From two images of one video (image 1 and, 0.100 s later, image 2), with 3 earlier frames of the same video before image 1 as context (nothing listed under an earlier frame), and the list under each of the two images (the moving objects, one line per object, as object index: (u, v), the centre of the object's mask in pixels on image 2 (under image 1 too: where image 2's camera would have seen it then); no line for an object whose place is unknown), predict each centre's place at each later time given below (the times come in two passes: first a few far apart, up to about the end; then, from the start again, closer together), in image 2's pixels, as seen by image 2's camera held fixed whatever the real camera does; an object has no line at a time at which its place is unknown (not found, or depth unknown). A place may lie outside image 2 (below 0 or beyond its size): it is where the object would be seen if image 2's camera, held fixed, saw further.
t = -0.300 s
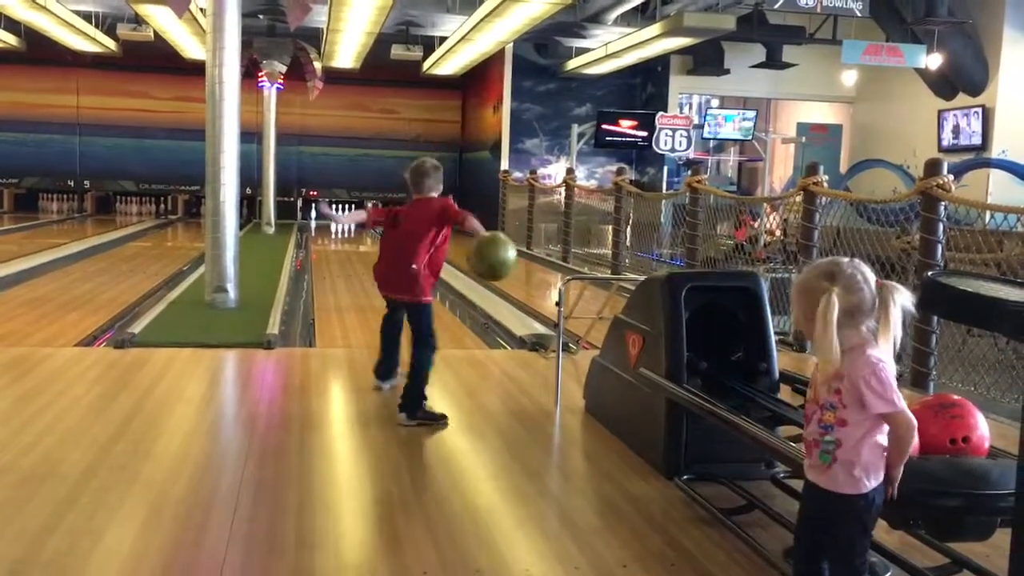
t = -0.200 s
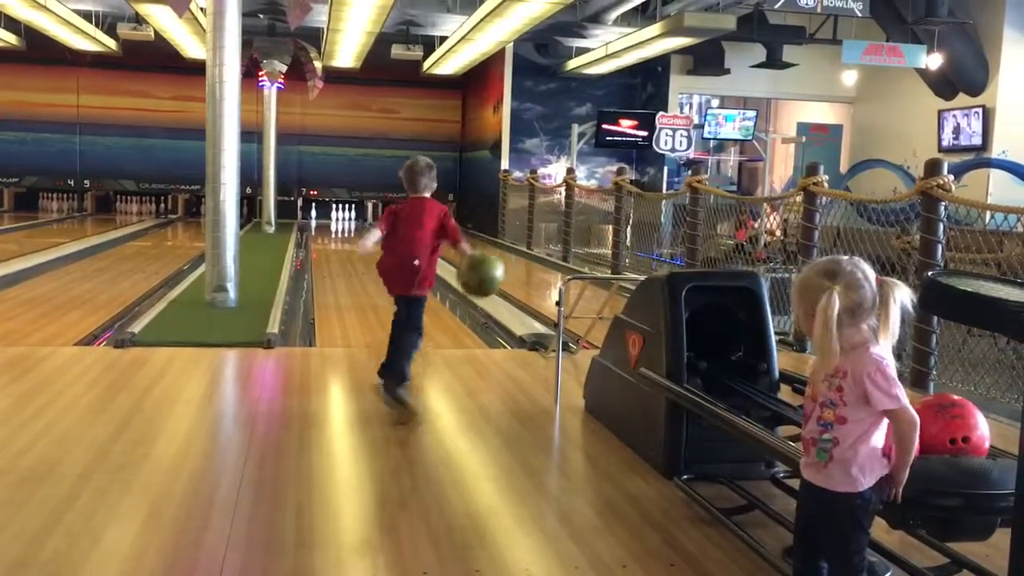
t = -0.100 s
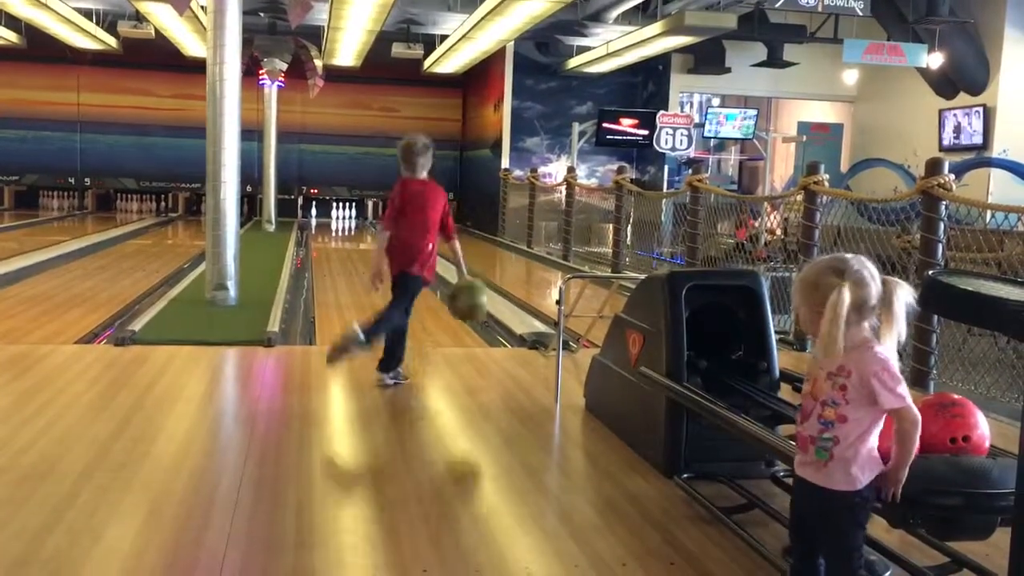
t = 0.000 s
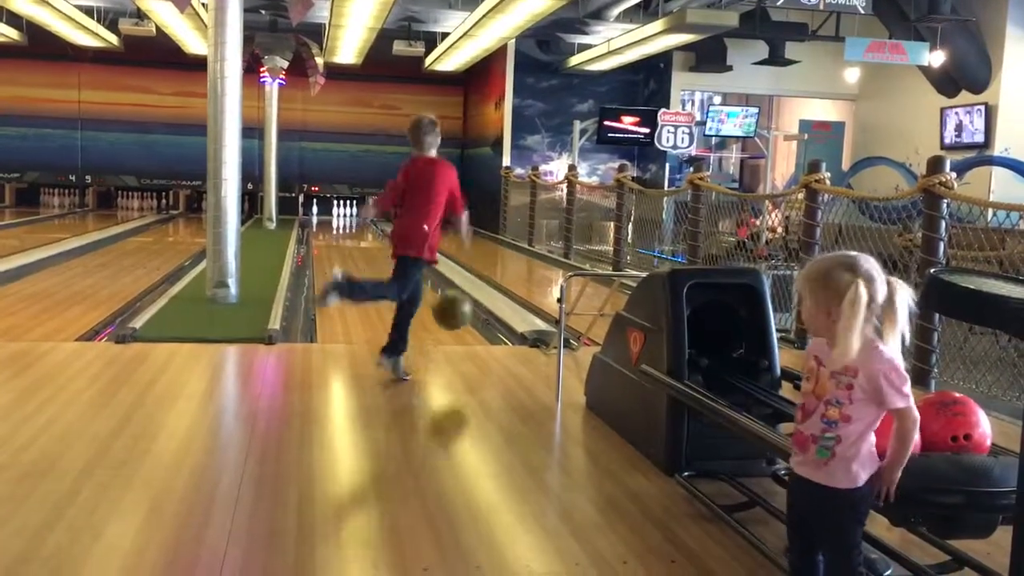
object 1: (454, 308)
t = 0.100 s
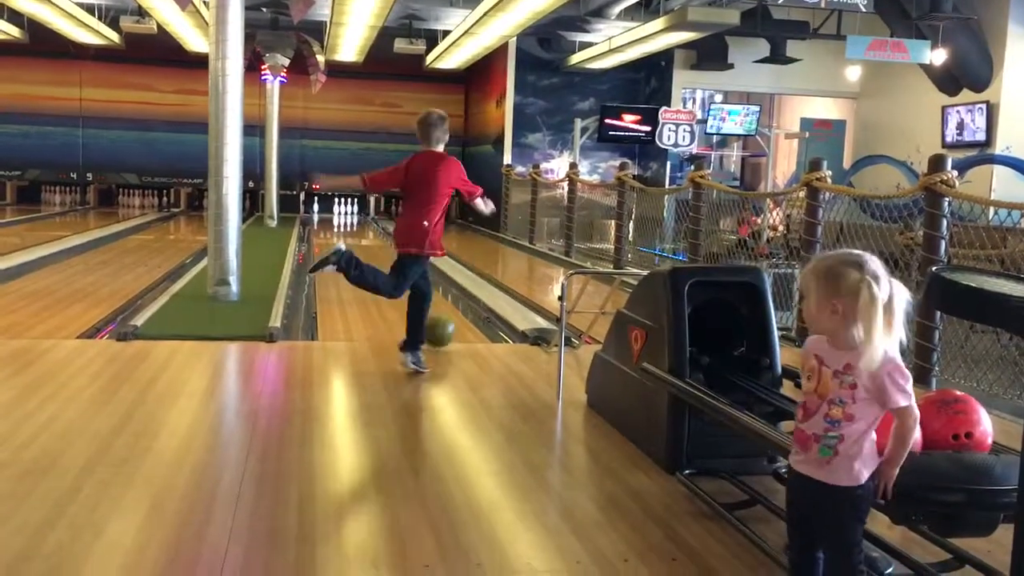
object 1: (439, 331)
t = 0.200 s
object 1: (435, 321)
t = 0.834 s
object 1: (382, 274)
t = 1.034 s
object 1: (368, 263)
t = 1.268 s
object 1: (363, 258)
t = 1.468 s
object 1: (356, 250)
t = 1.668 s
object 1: (353, 244)
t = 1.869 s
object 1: (350, 241)
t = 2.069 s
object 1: (345, 238)
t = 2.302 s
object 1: (344, 234)
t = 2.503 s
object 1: (340, 231)
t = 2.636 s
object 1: (341, 229)
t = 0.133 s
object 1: (437, 329)
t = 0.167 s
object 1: (436, 325)
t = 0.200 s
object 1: (435, 321)
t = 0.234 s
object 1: (432, 323)
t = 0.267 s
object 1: (429, 315)
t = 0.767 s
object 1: (381, 275)
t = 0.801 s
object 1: (381, 274)
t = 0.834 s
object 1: (382, 274)
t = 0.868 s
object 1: (380, 272)
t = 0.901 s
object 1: (379, 271)
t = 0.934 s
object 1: (378, 270)
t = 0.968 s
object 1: (376, 267)
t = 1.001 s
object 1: (372, 268)
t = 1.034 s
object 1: (368, 263)
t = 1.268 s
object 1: (363, 258)
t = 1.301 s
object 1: (364, 257)
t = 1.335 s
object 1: (362, 253)
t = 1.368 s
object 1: (360, 254)
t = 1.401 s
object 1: (360, 252)
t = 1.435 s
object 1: (358, 251)
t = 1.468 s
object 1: (356, 250)
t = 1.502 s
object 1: (356, 250)
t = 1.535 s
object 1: (356, 248)
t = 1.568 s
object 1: (355, 247)
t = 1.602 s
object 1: (354, 246)
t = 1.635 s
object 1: (353, 245)
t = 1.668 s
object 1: (353, 244)
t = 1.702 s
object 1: (353, 244)
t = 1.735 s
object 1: (352, 243)
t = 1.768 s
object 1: (352, 243)
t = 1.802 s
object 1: (352, 243)
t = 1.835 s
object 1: (351, 242)
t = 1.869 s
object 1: (350, 241)
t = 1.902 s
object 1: (349, 240)
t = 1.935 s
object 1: (348, 240)
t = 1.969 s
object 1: (349, 240)
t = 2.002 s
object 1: (347, 240)
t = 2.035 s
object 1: (347, 239)
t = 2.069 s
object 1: (345, 238)
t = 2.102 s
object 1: (346, 238)
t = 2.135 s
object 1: (345, 237)
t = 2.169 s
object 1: (345, 236)
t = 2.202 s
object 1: (344, 235)
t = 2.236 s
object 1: (344, 234)
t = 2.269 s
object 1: (344, 234)
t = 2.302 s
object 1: (344, 234)
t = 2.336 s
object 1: (344, 234)
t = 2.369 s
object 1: (342, 233)
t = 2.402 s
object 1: (343, 232)
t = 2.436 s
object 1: (343, 232)
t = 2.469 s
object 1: (343, 232)
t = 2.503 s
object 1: (340, 231)
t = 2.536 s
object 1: (341, 230)
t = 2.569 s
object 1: (341, 230)
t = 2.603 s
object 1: (340, 229)
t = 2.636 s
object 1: (341, 229)
